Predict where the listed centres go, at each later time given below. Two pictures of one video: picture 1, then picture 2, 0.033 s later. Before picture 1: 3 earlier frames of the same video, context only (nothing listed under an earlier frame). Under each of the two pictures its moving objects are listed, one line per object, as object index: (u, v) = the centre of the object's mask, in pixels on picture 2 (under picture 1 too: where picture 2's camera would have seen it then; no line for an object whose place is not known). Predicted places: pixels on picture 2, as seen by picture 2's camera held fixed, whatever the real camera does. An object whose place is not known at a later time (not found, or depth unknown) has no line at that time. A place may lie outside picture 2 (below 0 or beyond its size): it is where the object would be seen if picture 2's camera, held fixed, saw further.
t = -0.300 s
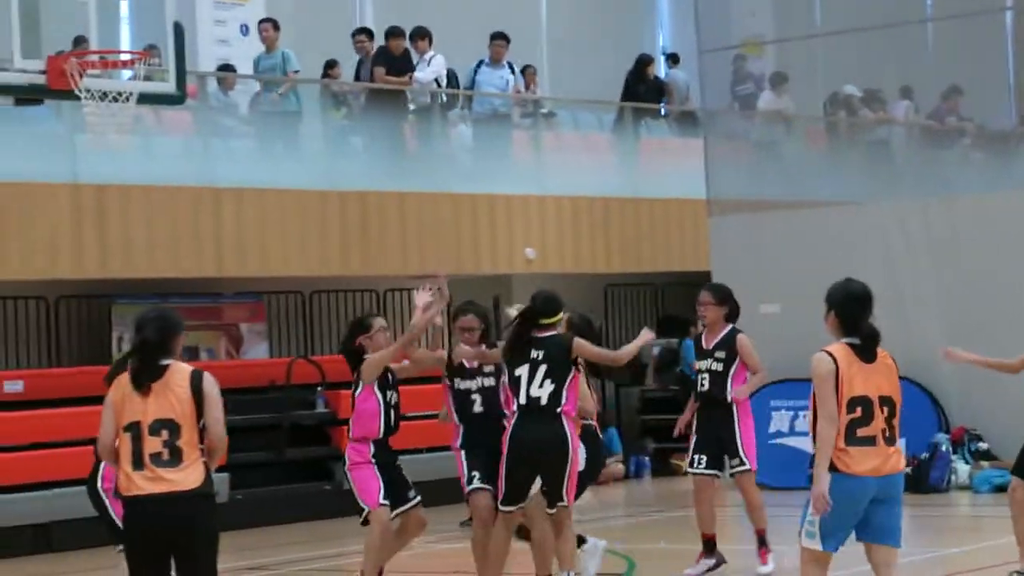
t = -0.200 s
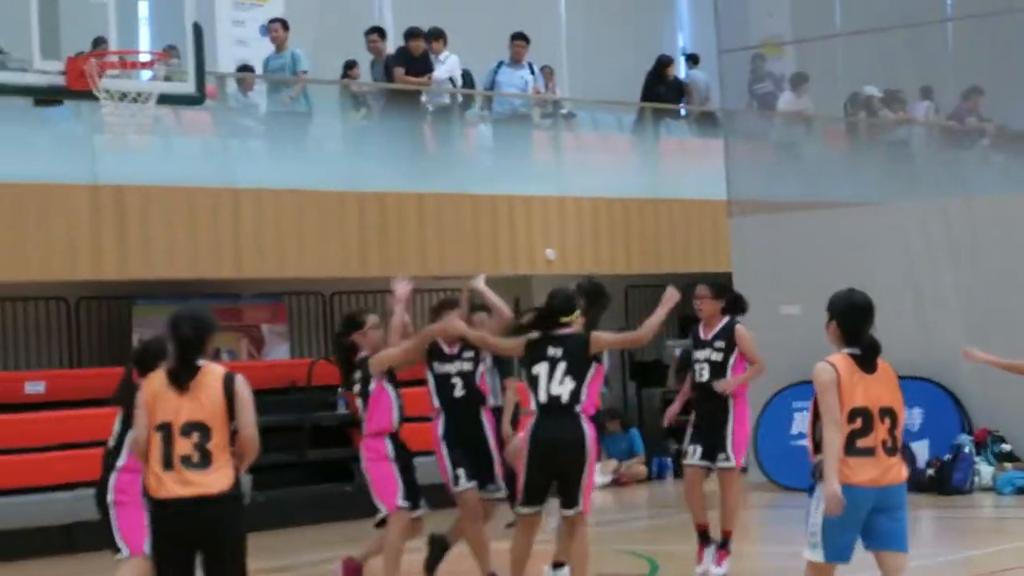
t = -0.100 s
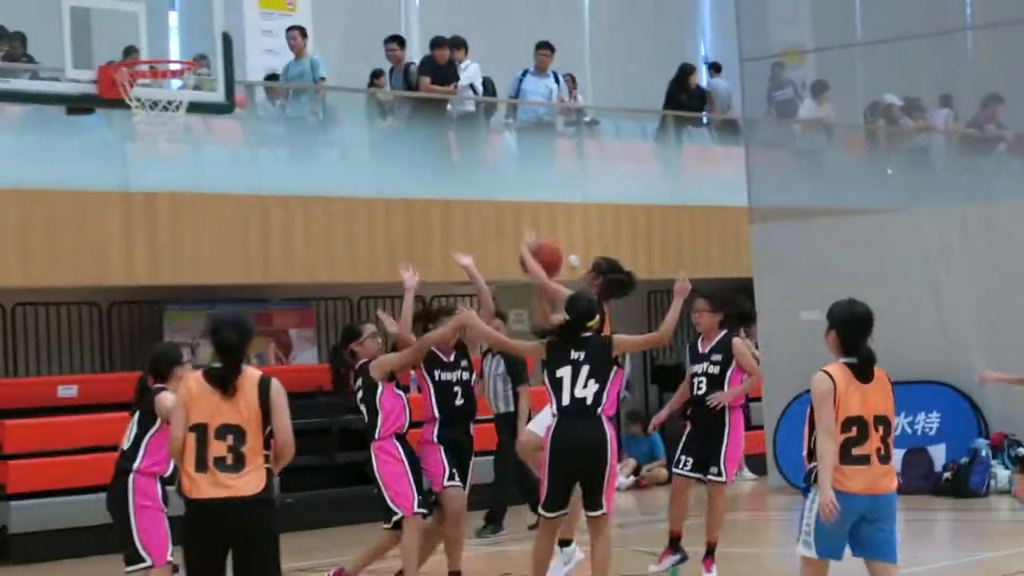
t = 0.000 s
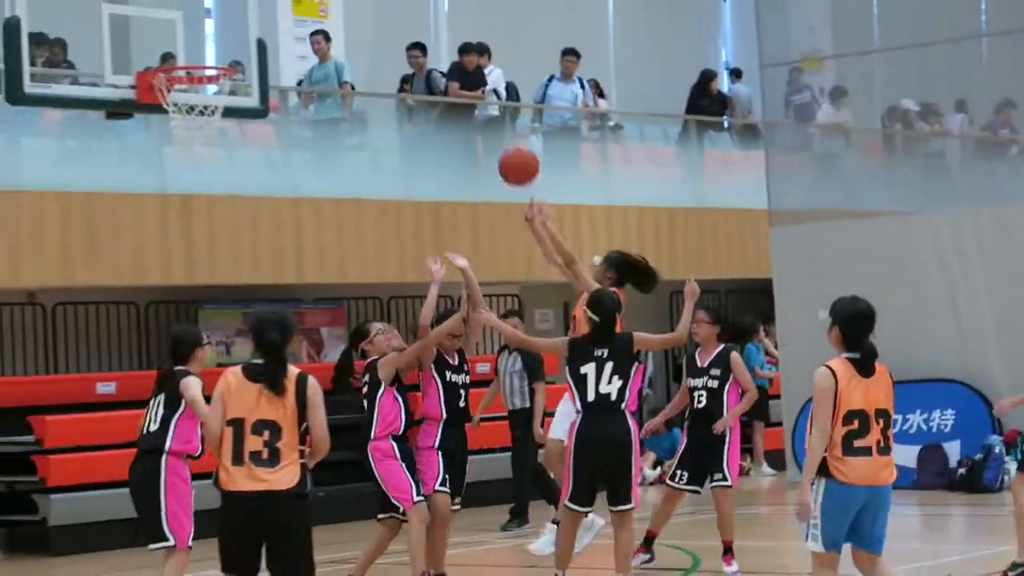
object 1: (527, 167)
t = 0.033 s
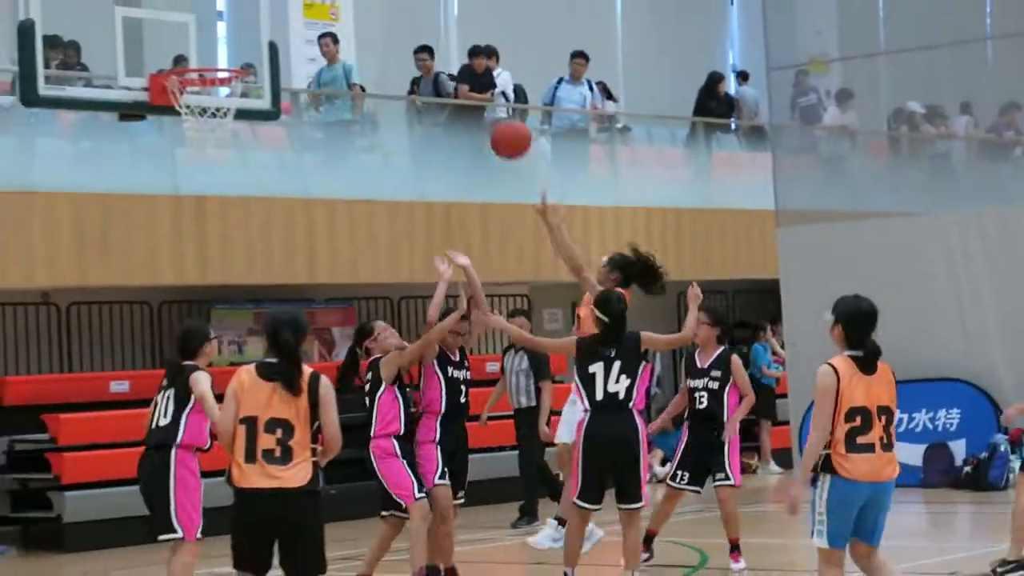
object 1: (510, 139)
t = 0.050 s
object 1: (502, 125)
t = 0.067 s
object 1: (495, 115)
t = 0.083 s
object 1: (485, 101)
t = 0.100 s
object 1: (477, 91)
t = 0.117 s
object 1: (469, 79)
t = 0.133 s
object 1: (461, 68)
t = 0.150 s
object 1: (453, 58)
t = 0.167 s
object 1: (445, 47)
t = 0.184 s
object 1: (437, 39)
